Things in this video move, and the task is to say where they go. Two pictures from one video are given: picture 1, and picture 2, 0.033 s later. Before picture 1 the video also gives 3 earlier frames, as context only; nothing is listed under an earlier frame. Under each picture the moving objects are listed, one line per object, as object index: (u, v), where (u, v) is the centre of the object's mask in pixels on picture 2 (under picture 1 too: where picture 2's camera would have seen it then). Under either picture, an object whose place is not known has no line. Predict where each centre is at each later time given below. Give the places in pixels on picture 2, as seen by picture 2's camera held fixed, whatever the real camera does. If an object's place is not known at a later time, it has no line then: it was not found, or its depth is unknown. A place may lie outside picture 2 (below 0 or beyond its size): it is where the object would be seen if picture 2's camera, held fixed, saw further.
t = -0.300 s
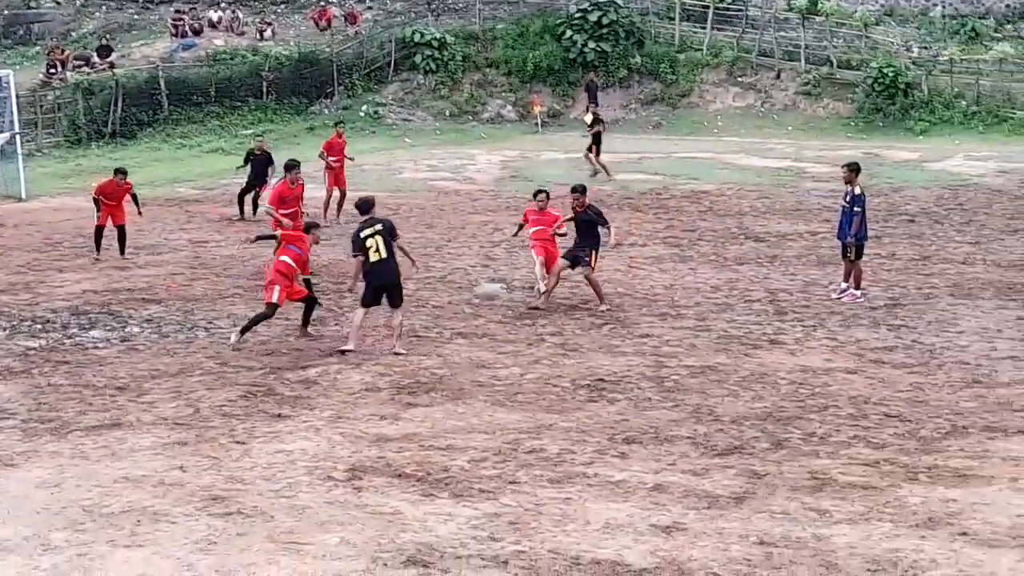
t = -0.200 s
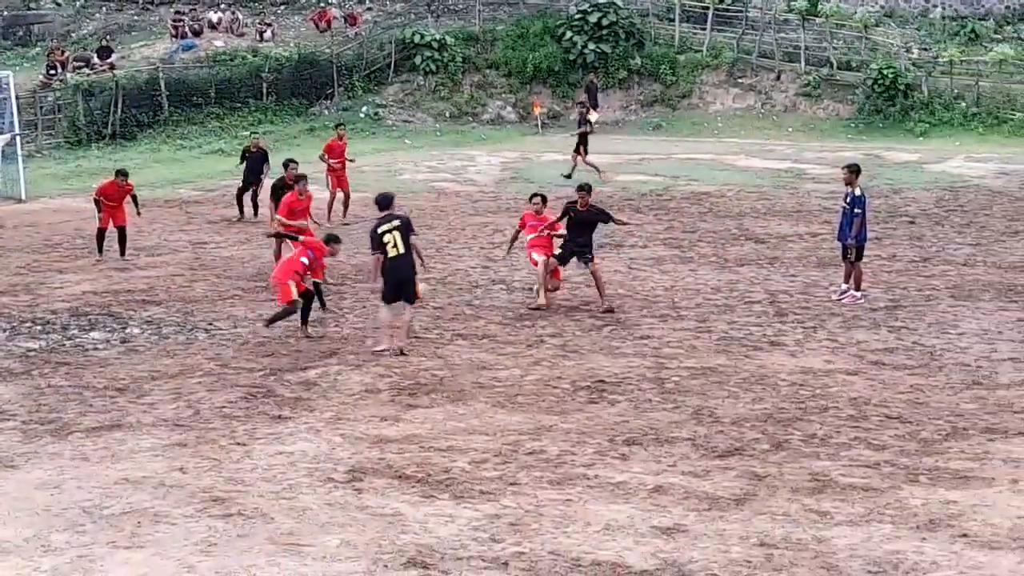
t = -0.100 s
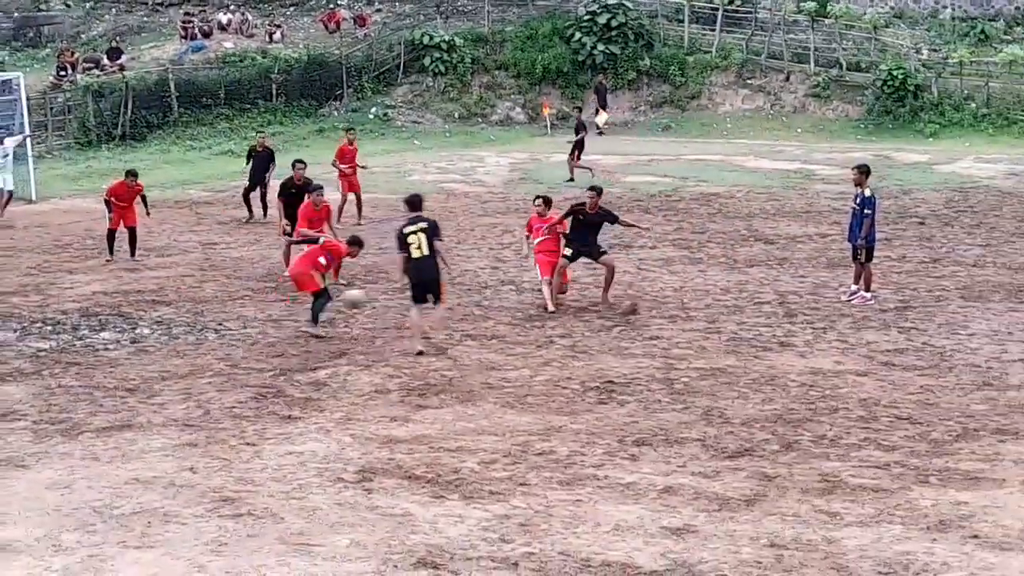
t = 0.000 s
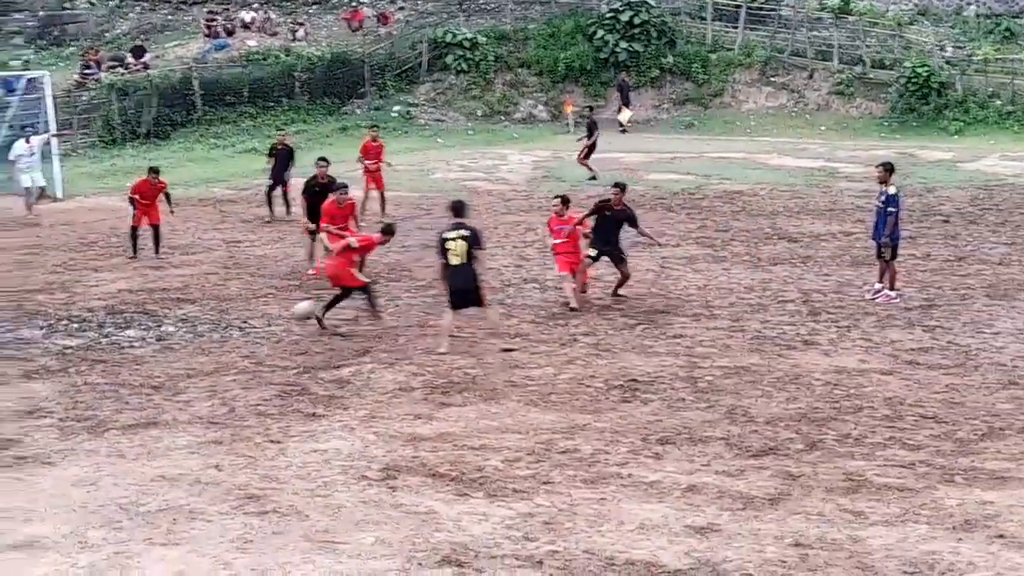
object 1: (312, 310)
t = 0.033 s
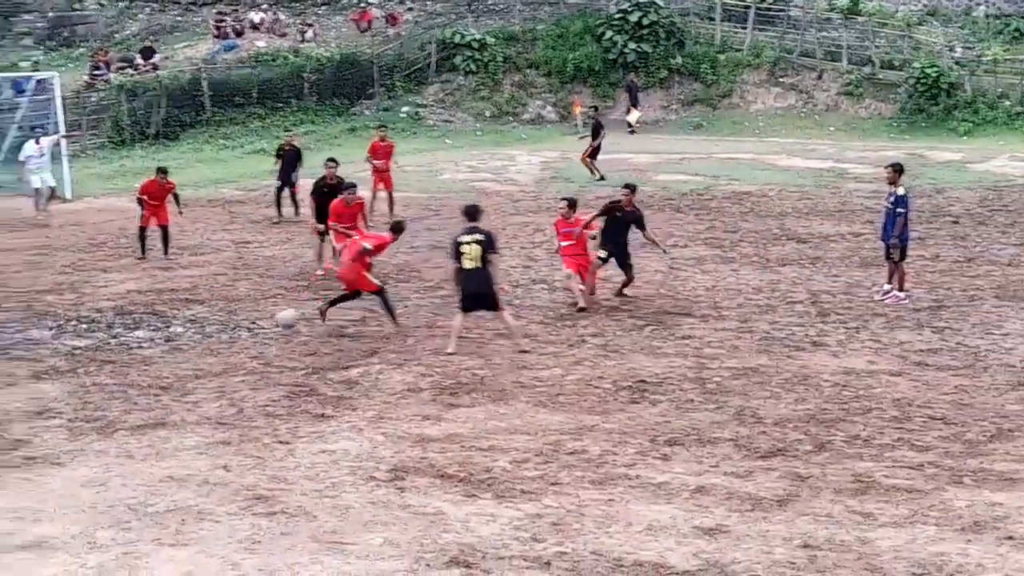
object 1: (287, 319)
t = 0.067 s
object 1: (264, 326)
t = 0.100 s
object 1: (245, 325)
